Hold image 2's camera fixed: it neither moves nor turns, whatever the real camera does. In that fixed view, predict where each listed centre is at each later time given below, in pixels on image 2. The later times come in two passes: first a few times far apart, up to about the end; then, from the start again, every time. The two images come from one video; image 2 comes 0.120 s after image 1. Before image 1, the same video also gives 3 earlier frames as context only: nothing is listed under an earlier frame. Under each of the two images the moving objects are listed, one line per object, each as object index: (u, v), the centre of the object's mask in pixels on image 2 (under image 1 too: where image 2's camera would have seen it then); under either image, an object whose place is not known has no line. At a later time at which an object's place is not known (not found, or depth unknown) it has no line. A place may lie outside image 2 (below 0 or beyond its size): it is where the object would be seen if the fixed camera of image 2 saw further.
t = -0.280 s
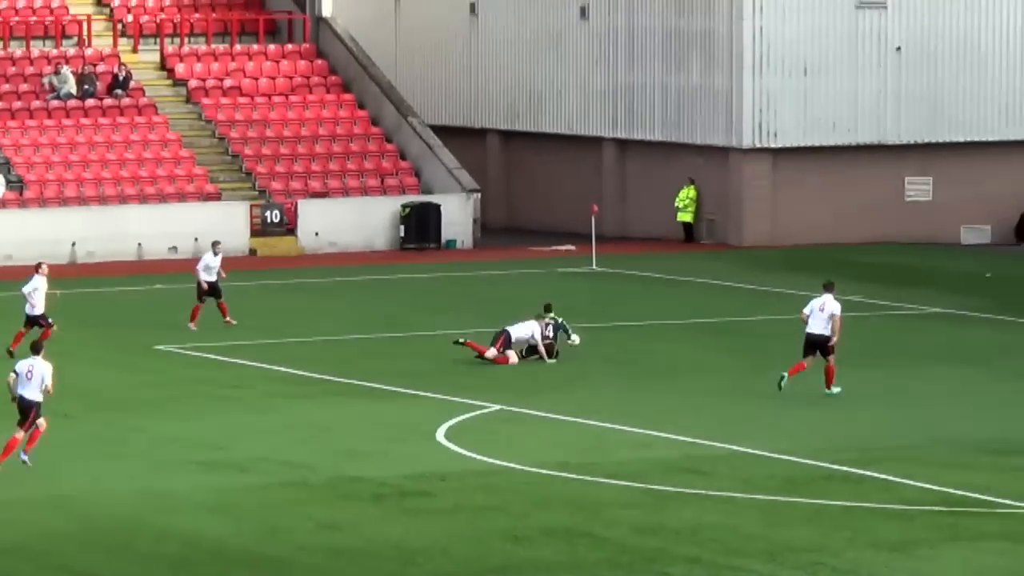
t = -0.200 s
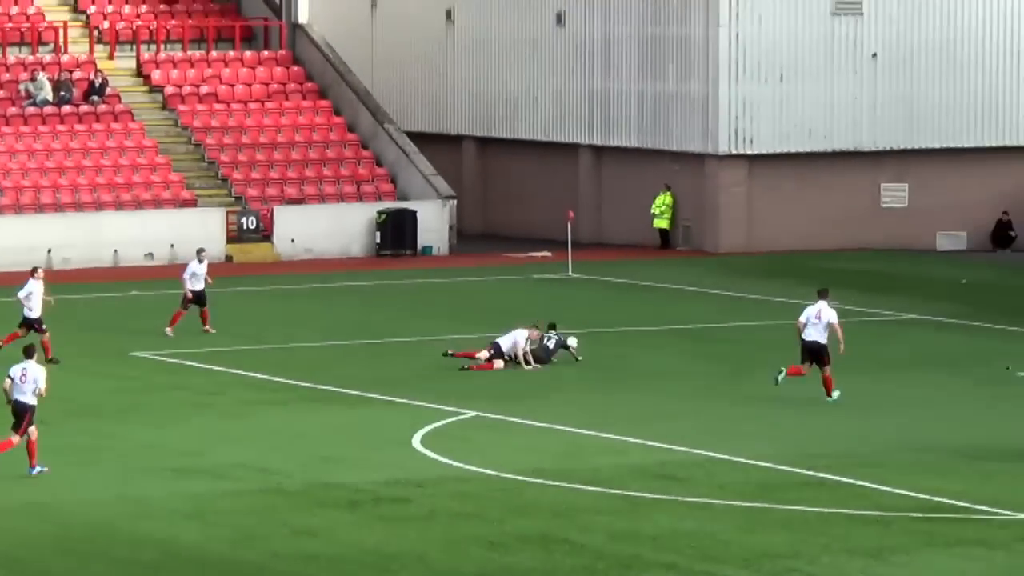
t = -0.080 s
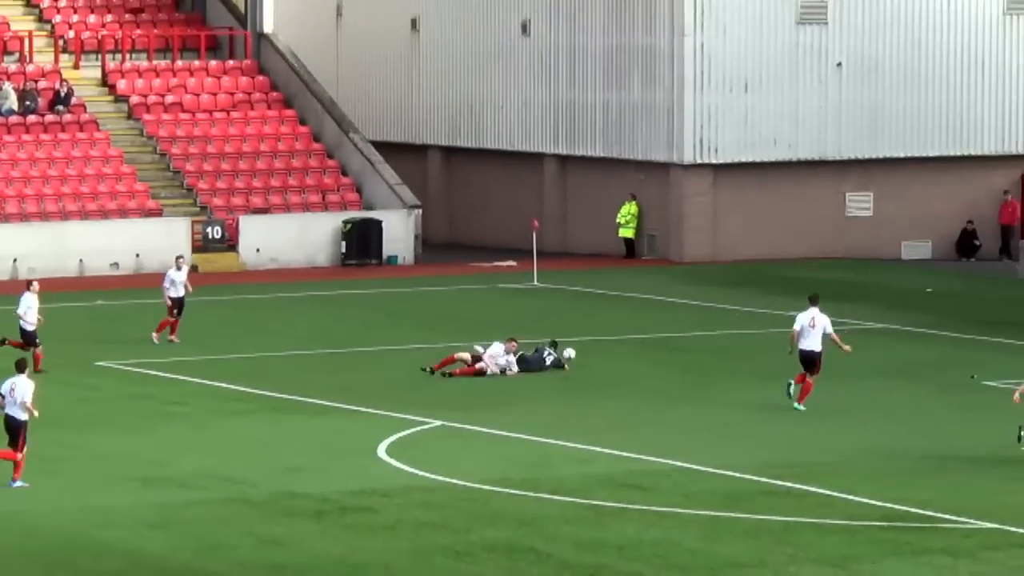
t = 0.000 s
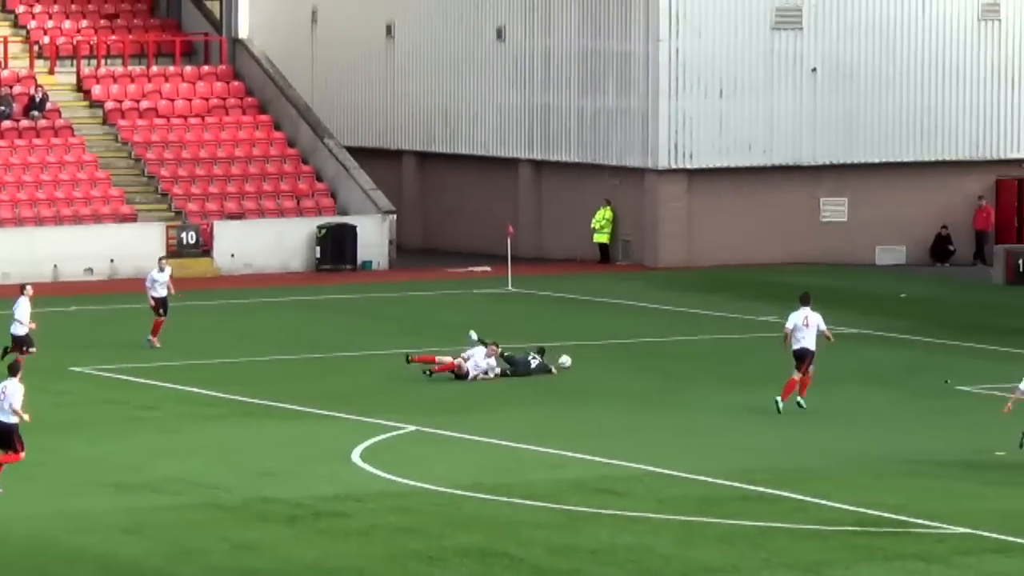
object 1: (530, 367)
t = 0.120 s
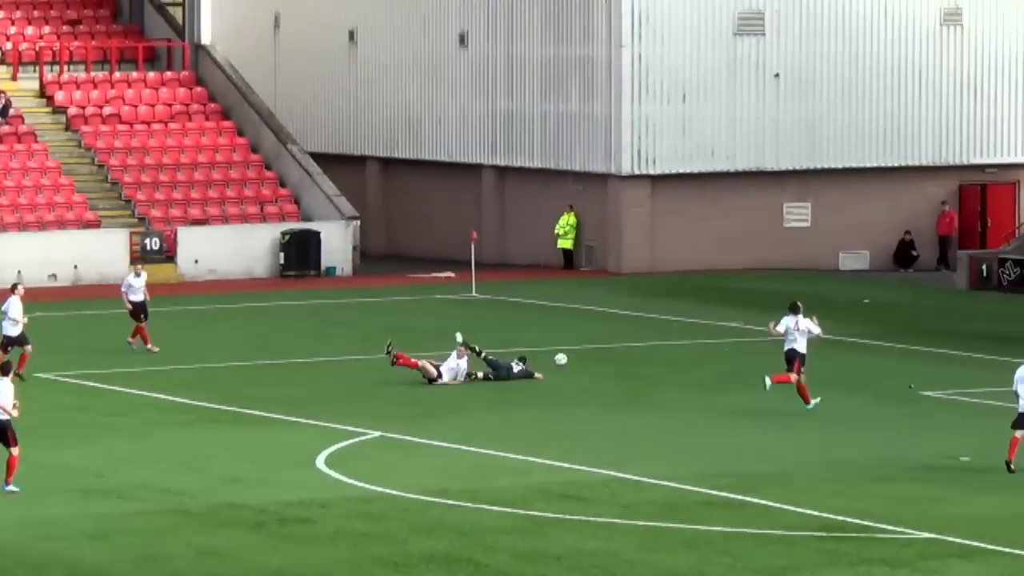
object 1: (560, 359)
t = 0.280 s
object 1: (602, 362)
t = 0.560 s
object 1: (668, 359)
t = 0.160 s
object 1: (571, 359)
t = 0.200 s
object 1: (581, 359)
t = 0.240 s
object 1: (592, 360)
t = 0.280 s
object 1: (602, 362)
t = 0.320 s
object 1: (611, 361)
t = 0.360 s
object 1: (621, 359)
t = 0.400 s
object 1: (631, 358)
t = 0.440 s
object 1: (641, 358)
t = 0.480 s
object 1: (651, 358)
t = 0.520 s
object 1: (660, 360)
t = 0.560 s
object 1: (668, 359)
